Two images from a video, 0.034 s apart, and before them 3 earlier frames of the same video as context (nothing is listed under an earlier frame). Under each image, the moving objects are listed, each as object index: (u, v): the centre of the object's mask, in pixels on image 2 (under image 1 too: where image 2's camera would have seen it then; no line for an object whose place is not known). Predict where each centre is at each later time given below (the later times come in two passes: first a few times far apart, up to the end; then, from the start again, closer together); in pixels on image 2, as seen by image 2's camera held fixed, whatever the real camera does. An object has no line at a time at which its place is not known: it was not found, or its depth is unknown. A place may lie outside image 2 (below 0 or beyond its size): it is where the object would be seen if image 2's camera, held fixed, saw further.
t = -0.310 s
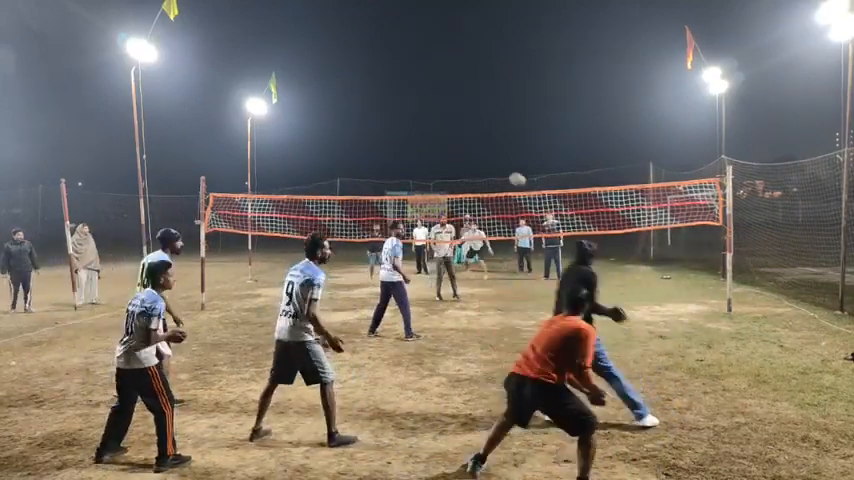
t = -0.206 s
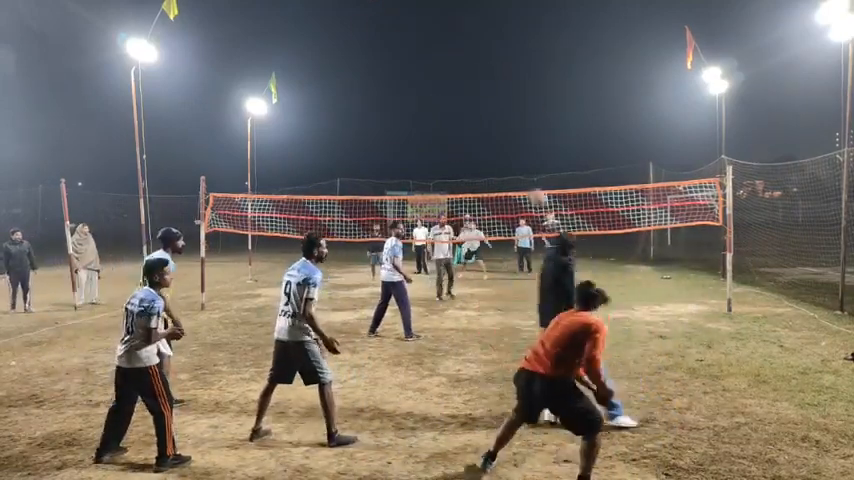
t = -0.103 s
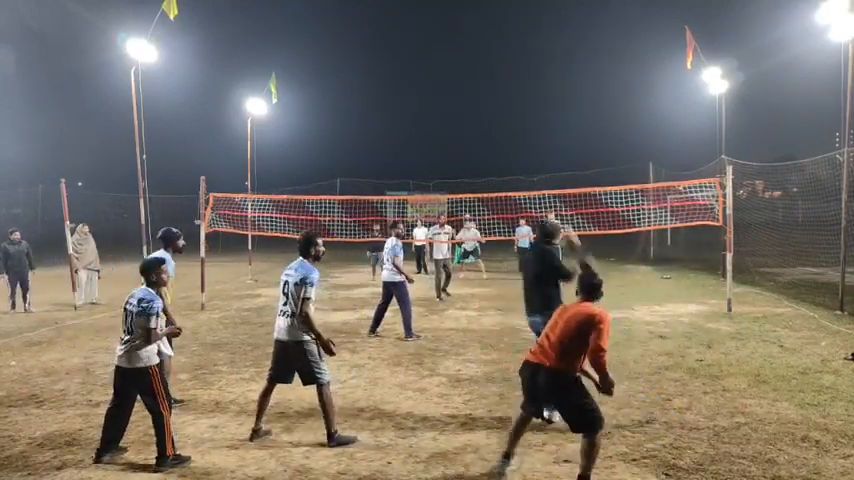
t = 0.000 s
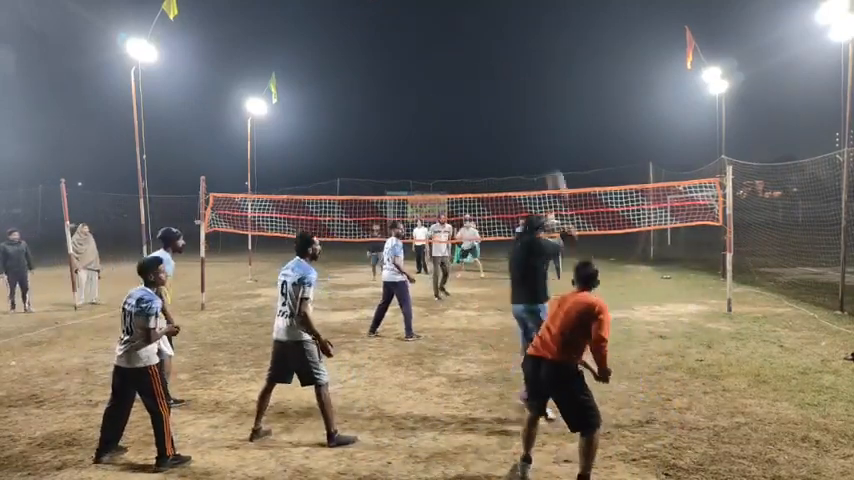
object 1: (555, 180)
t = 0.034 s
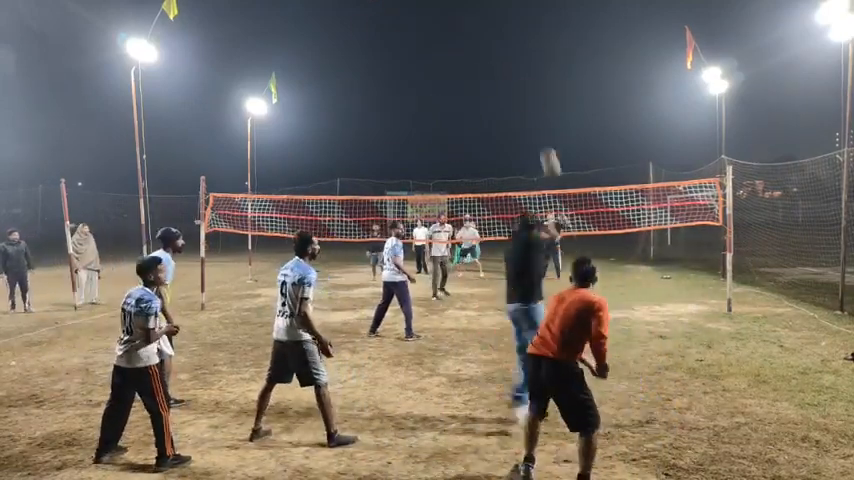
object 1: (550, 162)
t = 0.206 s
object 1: (522, 82)
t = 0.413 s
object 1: (499, 37)
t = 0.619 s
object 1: (480, 31)
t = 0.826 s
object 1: (468, 48)
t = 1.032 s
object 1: (460, 80)
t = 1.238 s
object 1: (454, 122)
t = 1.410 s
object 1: (449, 162)
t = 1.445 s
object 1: (448, 171)
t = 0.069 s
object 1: (544, 142)
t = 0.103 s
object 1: (538, 125)
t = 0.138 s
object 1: (532, 108)
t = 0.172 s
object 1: (527, 94)
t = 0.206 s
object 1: (522, 82)
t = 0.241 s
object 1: (517, 72)
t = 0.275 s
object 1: (513, 62)
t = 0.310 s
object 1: (509, 54)
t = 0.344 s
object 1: (505, 48)
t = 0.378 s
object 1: (502, 42)
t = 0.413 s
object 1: (499, 37)
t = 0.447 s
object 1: (496, 34)
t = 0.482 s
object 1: (492, 32)
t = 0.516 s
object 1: (490, 30)
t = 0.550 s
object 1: (484, 29)
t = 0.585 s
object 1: (482, 30)
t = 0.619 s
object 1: (480, 31)
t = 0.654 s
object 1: (477, 33)
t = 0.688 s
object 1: (475, 35)
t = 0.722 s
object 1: (473, 38)
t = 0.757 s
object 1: (472, 41)
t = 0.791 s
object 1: (470, 44)
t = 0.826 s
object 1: (468, 48)
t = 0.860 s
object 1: (467, 53)
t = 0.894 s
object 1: (465, 58)
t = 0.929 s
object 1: (464, 63)
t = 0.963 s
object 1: (462, 68)
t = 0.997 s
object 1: (461, 74)
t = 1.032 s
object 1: (460, 80)
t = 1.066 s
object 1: (459, 87)
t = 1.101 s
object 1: (457, 93)
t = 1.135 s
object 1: (456, 100)
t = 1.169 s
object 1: (455, 107)
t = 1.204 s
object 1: (454, 114)
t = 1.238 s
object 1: (454, 122)
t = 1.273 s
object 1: (452, 129)
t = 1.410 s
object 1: (449, 162)
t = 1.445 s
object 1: (448, 171)
